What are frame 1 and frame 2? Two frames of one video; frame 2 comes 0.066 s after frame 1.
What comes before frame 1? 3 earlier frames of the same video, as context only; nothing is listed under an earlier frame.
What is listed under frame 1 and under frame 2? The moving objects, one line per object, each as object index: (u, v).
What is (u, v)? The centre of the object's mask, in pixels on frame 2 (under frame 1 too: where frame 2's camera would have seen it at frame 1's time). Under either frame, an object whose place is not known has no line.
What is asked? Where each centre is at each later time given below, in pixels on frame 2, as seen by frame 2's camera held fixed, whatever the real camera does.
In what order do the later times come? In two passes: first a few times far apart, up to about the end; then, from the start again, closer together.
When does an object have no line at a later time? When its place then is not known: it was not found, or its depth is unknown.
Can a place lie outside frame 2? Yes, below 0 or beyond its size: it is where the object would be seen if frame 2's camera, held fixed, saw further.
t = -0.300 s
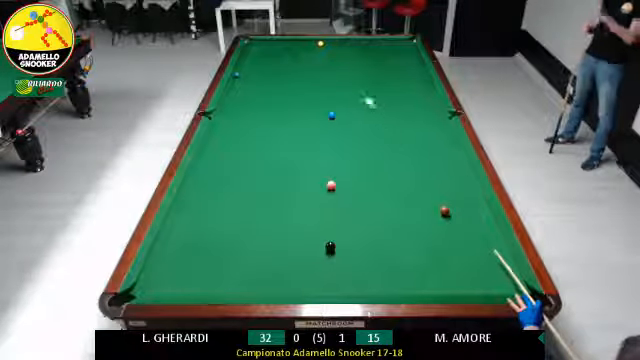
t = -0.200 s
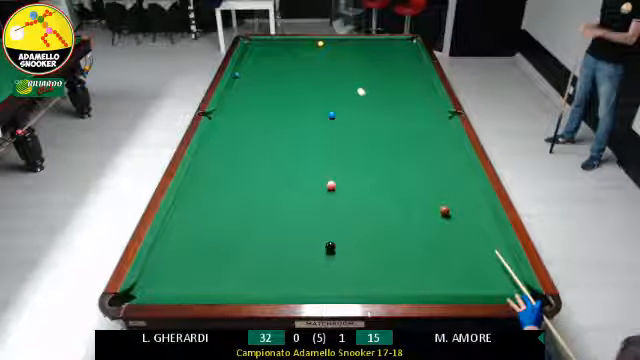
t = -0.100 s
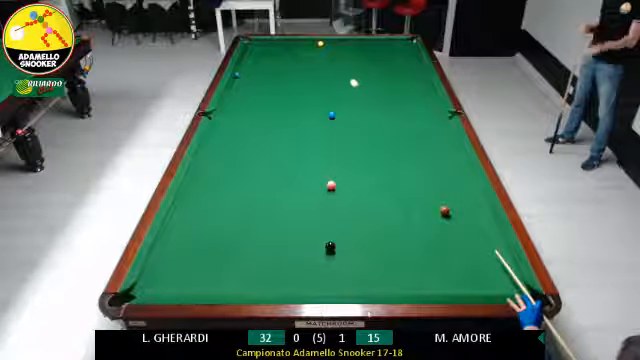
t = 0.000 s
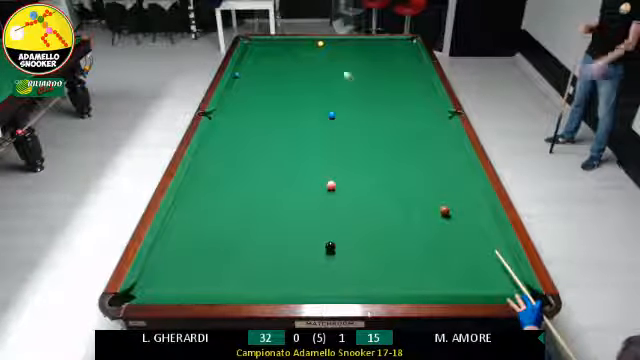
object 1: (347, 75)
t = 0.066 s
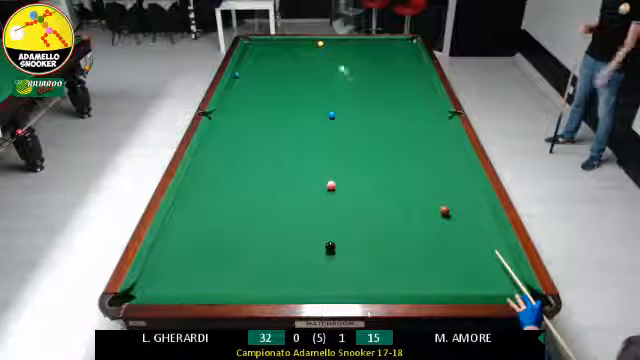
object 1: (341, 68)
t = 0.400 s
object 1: (321, 43)
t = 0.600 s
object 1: (326, 42)
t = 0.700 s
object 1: (327, 41)
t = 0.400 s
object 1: (321, 43)
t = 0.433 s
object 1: (322, 44)
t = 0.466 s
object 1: (324, 45)
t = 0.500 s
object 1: (324, 44)
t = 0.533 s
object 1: (326, 43)
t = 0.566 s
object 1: (326, 42)
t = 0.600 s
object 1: (326, 42)
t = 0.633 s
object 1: (326, 42)
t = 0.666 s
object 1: (327, 41)
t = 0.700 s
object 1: (327, 41)
